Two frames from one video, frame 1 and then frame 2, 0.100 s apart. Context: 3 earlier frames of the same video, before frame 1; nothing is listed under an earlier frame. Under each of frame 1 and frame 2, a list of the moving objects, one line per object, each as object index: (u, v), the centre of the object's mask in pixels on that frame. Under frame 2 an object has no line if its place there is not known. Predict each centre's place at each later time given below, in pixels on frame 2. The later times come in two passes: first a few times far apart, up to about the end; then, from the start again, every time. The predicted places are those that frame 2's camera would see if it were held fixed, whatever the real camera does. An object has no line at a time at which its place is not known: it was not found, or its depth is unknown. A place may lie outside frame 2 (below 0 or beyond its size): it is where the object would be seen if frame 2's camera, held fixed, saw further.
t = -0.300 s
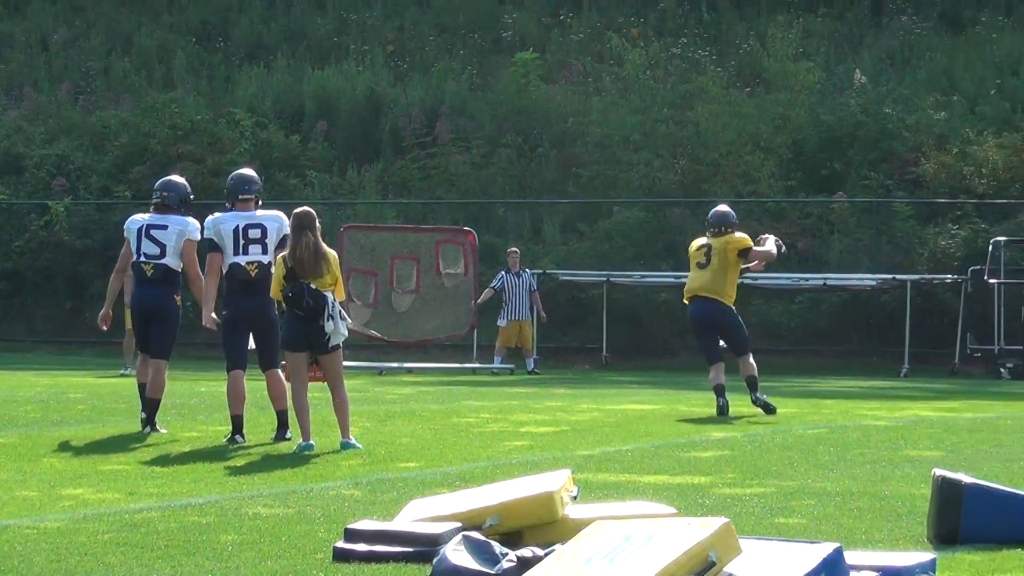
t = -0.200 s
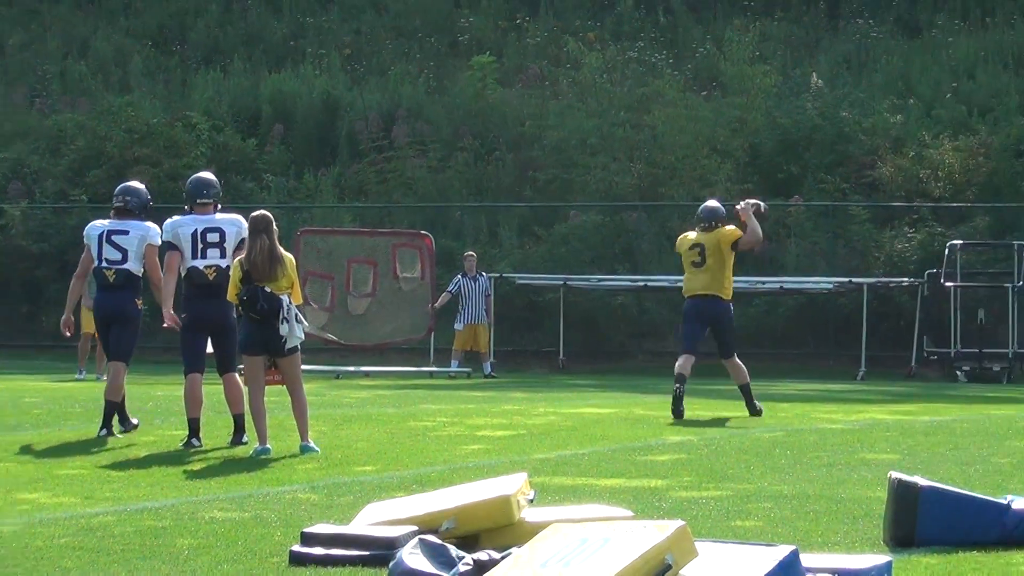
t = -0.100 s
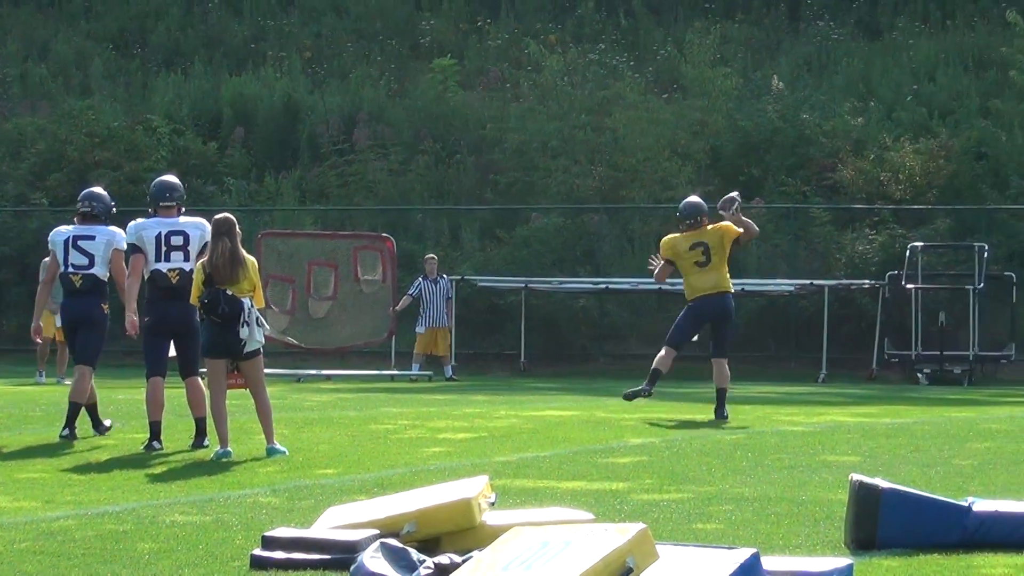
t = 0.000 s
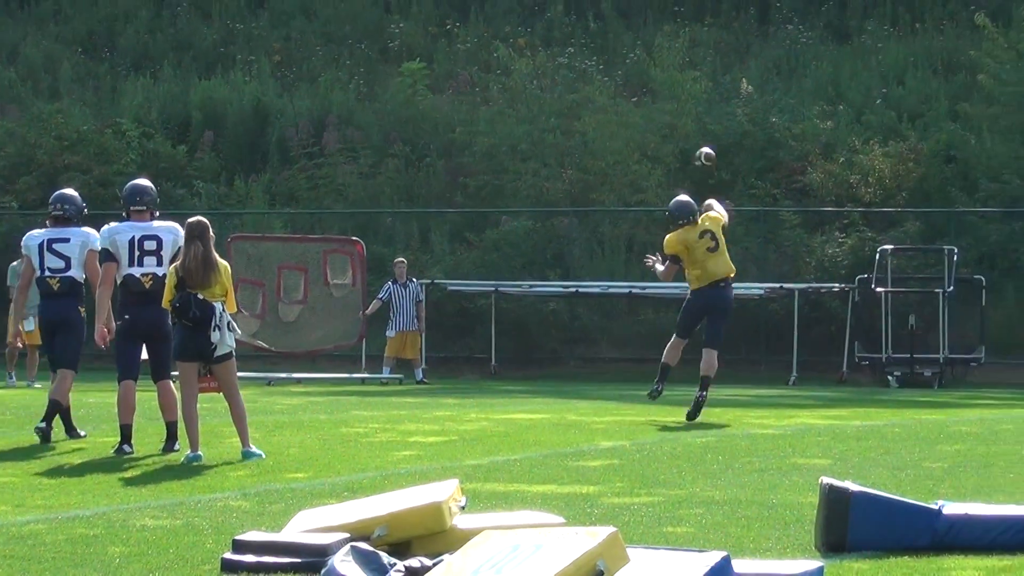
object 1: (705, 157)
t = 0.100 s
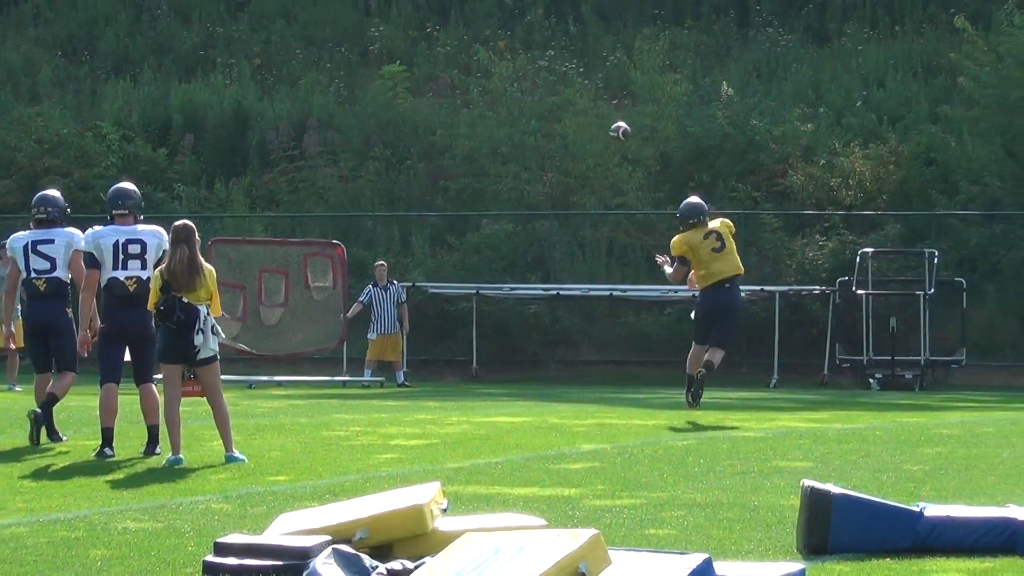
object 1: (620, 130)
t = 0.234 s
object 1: (544, 115)
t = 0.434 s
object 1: (446, 126)
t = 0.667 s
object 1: (354, 171)
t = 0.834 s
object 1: (296, 217)
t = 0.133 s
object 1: (600, 125)
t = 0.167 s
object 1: (580, 120)
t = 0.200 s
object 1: (562, 116)
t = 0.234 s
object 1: (544, 115)
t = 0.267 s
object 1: (526, 113)
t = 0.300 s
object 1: (510, 114)
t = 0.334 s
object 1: (493, 116)
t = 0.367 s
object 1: (477, 117)
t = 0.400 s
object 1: (462, 120)
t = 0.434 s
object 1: (446, 126)
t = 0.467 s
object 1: (432, 130)
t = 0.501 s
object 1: (418, 134)
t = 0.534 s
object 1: (404, 141)
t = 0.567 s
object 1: (391, 147)
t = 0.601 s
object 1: (378, 153)
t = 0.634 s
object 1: (364, 163)
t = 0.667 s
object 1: (354, 171)
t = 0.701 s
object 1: (341, 179)
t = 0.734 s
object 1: (328, 188)
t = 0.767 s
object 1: (319, 197)
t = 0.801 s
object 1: (307, 207)
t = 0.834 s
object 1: (296, 217)
